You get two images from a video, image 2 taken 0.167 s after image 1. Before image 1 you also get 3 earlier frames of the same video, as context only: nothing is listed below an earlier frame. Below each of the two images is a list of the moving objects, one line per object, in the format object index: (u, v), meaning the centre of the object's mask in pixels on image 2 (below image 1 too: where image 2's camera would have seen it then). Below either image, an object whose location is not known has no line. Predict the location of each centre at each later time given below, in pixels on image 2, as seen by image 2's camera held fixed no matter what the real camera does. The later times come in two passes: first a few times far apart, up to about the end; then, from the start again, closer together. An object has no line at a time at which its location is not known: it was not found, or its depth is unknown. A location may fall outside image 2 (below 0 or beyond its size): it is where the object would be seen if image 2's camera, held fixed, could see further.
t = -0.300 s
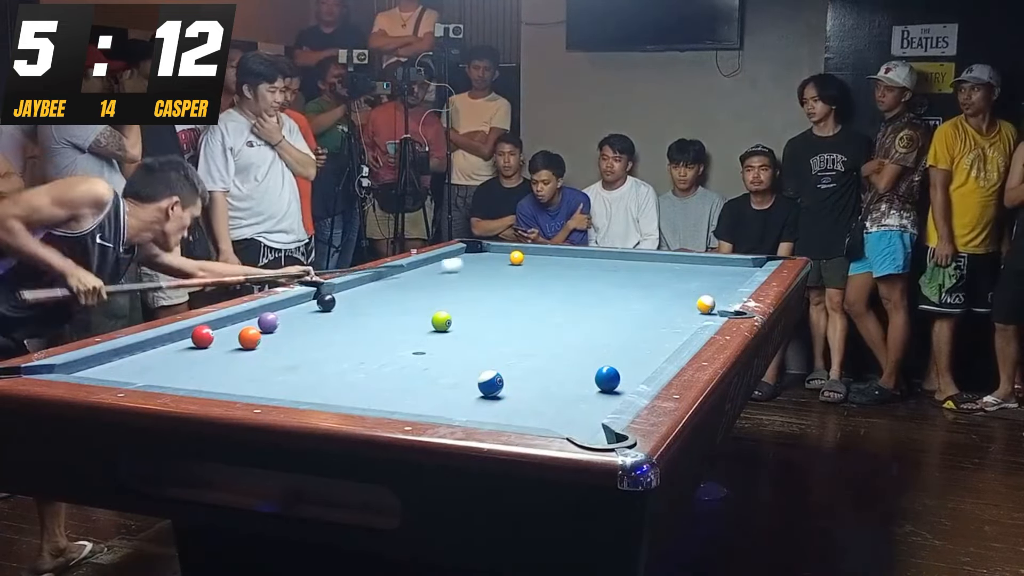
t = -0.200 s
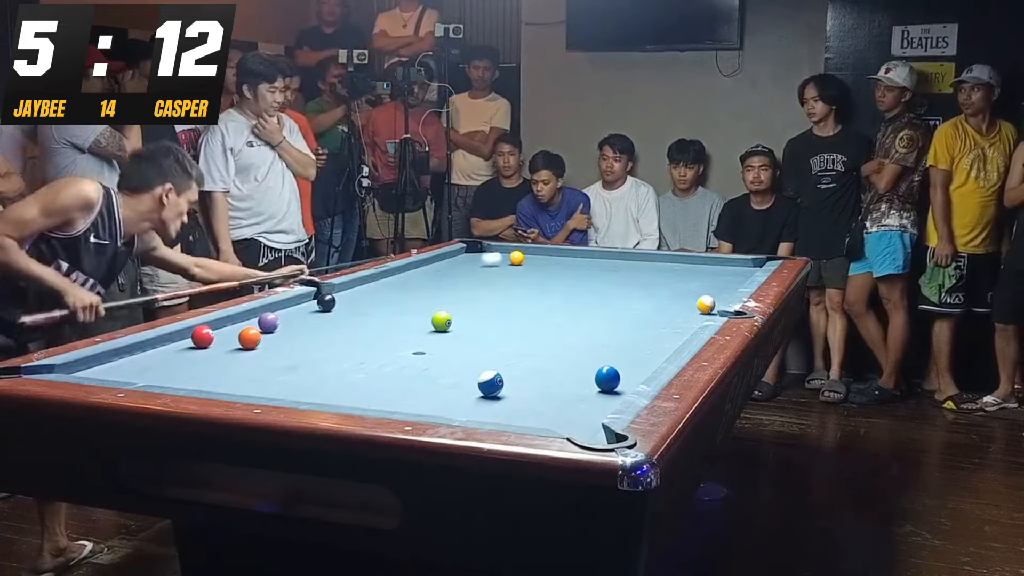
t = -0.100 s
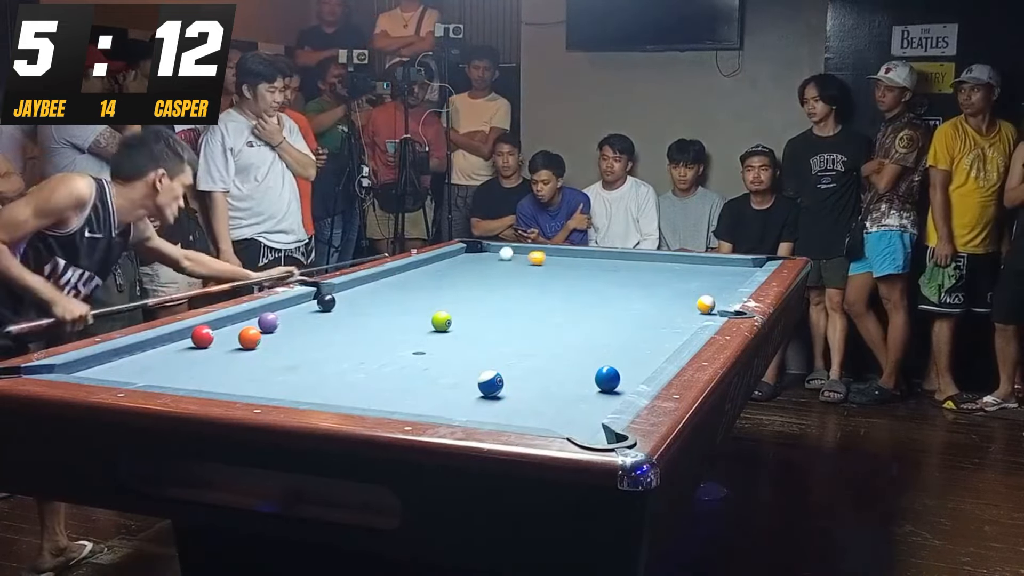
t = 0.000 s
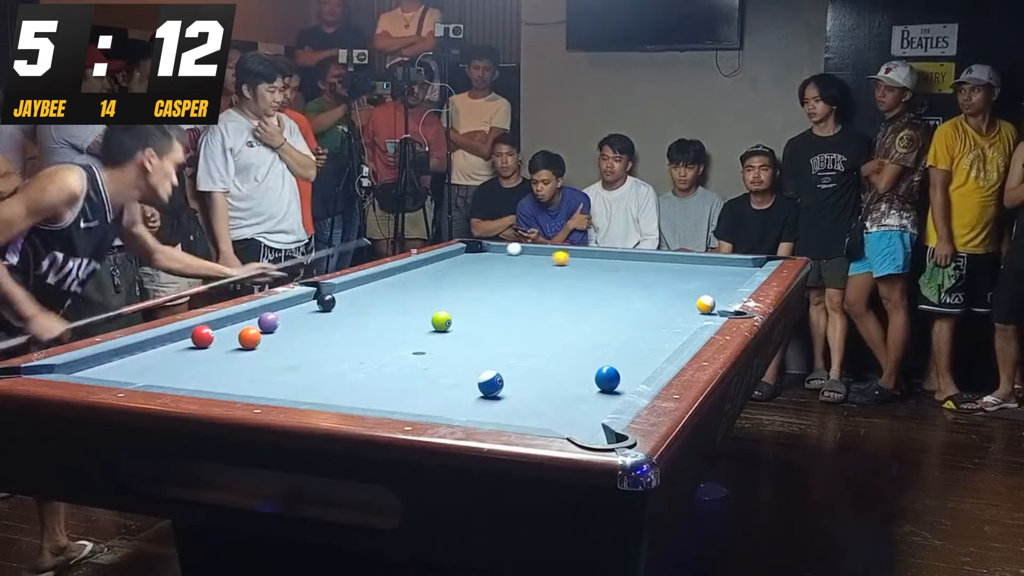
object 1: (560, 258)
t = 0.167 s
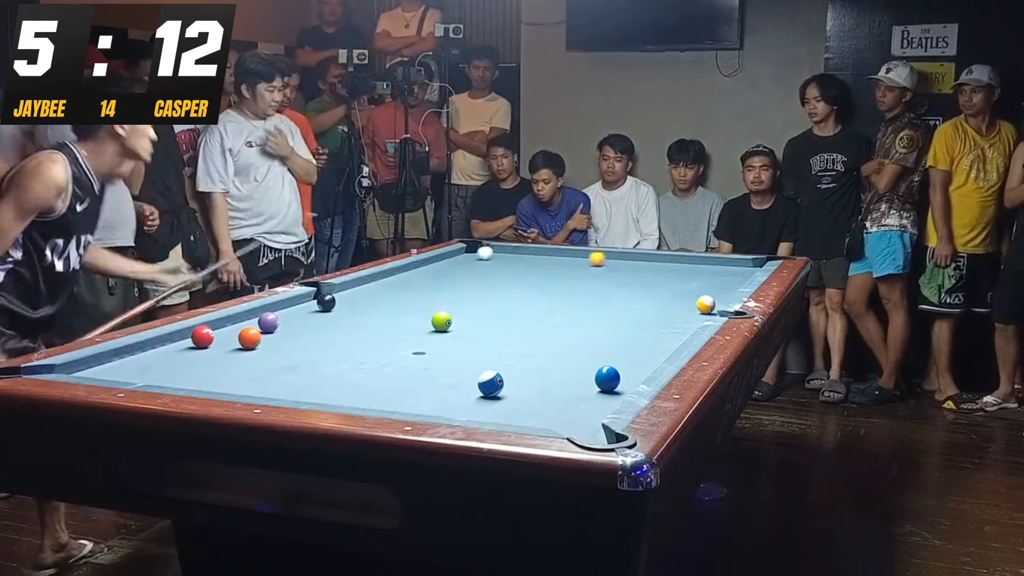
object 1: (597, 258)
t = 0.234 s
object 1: (611, 259)
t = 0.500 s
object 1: (668, 259)
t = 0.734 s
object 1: (717, 260)
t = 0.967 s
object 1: (757, 262)
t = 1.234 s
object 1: (759, 261)
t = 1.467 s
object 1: (762, 261)
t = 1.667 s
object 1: (763, 261)
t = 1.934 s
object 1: (765, 261)
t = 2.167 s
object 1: (765, 260)
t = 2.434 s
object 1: (765, 261)
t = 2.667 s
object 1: (765, 261)
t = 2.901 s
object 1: (765, 261)
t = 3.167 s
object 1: (764, 261)
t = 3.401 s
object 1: (764, 261)
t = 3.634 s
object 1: (764, 261)
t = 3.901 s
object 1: (764, 261)
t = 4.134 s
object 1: (765, 261)
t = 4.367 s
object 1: (765, 261)
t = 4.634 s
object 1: (764, 261)
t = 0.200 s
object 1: (604, 258)
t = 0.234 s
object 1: (611, 259)
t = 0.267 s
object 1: (618, 259)
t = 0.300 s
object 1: (626, 259)
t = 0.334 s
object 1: (633, 259)
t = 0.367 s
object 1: (640, 259)
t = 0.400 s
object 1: (647, 259)
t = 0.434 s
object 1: (654, 259)
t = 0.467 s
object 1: (661, 259)
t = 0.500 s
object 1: (668, 259)
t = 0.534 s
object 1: (675, 259)
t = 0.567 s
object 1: (682, 260)
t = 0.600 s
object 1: (689, 260)
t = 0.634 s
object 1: (696, 260)
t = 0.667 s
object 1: (704, 260)
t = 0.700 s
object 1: (710, 260)
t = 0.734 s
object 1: (717, 260)
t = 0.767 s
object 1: (724, 261)
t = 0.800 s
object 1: (730, 261)
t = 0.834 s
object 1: (737, 261)
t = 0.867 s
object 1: (743, 261)
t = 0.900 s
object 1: (748, 262)
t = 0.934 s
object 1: (752, 262)
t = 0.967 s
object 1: (757, 262)
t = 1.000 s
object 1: (761, 261)
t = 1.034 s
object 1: (764, 261)
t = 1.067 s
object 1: (764, 261)
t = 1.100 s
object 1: (763, 261)
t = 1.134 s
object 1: (762, 261)
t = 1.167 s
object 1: (761, 261)
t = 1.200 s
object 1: (760, 261)
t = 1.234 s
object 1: (759, 261)
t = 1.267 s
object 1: (759, 261)
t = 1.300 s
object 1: (760, 261)
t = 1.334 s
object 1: (760, 261)
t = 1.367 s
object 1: (760, 261)
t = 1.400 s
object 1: (761, 261)
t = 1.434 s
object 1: (761, 261)
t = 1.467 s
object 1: (762, 261)
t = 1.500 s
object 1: (762, 261)
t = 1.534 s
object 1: (762, 261)
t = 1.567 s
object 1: (763, 261)
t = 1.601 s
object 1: (763, 261)
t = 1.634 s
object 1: (763, 261)
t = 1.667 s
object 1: (763, 261)
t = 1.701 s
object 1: (764, 261)
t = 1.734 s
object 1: (764, 261)
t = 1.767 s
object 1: (764, 261)
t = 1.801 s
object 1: (764, 261)
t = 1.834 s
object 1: (764, 261)
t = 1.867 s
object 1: (764, 261)
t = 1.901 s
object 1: (764, 261)
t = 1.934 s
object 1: (765, 261)
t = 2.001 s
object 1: (765, 261)
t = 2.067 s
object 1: (765, 261)
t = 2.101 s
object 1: (765, 261)
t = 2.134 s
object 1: (765, 260)
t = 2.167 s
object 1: (765, 260)
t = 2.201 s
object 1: (765, 261)
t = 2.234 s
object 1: (765, 261)
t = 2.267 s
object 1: (765, 261)
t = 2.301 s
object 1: (765, 261)
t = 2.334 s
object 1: (765, 261)
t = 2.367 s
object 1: (765, 261)
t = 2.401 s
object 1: (765, 261)
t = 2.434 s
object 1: (765, 261)
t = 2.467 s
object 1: (765, 261)
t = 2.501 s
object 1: (765, 261)
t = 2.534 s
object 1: (765, 261)
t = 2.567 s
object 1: (765, 261)
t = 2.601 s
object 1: (765, 261)
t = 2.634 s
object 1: (765, 261)
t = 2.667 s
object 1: (765, 261)
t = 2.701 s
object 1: (765, 261)
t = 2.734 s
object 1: (765, 261)
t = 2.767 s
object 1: (765, 261)
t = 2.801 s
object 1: (765, 261)
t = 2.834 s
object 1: (765, 261)
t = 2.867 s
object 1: (764, 261)
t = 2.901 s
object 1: (765, 261)
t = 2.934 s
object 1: (764, 261)
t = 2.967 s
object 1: (765, 261)
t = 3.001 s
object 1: (764, 261)
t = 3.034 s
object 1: (764, 261)
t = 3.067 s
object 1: (764, 261)
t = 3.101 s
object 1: (764, 261)
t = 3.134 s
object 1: (764, 261)
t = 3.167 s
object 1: (764, 261)
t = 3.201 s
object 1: (764, 261)
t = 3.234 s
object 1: (764, 261)
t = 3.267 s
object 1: (764, 261)
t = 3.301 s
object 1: (764, 261)
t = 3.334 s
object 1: (764, 261)
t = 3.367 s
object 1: (764, 261)
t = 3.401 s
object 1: (764, 261)
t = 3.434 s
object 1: (764, 261)
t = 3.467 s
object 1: (764, 261)
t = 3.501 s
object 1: (764, 261)
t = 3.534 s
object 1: (764, 261)
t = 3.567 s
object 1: (764, 261)
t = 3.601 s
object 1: (764, 261)
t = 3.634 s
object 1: (764, 261)
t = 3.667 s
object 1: (765, 261)
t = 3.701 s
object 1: (764, 261)
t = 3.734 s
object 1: (764, 261)
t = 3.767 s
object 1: (764, 261)
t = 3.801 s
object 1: (765, 261)
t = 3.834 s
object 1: (764, 261)
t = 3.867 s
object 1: (764, 261)
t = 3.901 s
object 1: (764, 261)
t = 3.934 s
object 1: (765, 261)
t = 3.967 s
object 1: (764, 261)
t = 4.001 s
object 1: (764, 261)
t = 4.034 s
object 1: (764, 261)
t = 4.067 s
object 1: (765, 261)
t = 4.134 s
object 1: (765, 261)
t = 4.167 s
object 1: (765, 261)
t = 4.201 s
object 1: (765, 261)
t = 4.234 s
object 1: (765, 261)
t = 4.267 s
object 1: (765, 261)
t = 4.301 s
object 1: (765, 261)
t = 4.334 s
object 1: (765, 261)
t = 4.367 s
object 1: (765, 261)
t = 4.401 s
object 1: (765, 261)
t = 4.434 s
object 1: (764, 261)
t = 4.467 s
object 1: (764, 261)
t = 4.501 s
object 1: (765, 261)
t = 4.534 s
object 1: (764, 261)
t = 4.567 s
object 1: (765, 261)
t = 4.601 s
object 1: (764, 261)
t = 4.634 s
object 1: (764, 261)
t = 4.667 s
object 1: (764, 261)
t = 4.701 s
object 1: (765, 261)
